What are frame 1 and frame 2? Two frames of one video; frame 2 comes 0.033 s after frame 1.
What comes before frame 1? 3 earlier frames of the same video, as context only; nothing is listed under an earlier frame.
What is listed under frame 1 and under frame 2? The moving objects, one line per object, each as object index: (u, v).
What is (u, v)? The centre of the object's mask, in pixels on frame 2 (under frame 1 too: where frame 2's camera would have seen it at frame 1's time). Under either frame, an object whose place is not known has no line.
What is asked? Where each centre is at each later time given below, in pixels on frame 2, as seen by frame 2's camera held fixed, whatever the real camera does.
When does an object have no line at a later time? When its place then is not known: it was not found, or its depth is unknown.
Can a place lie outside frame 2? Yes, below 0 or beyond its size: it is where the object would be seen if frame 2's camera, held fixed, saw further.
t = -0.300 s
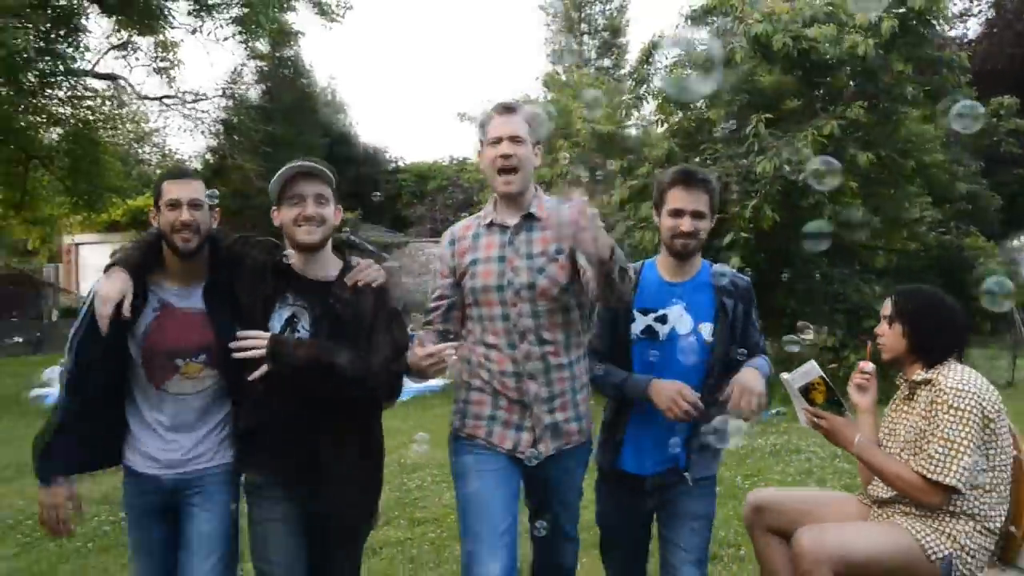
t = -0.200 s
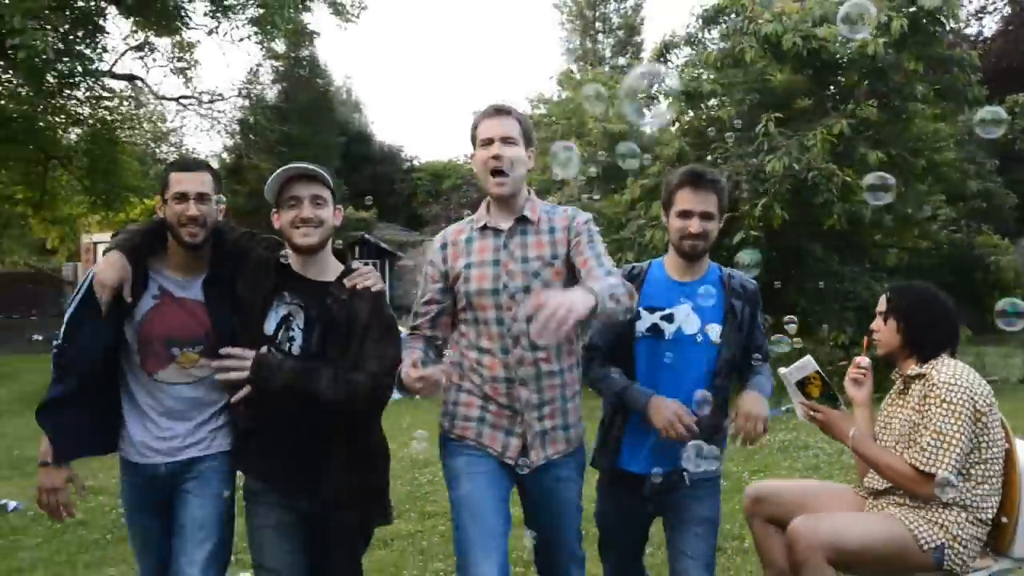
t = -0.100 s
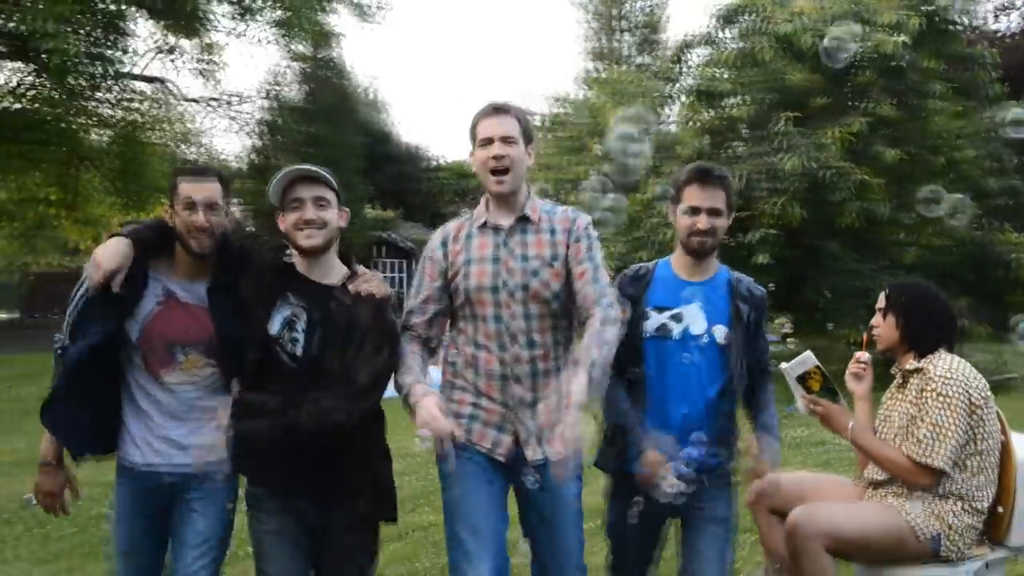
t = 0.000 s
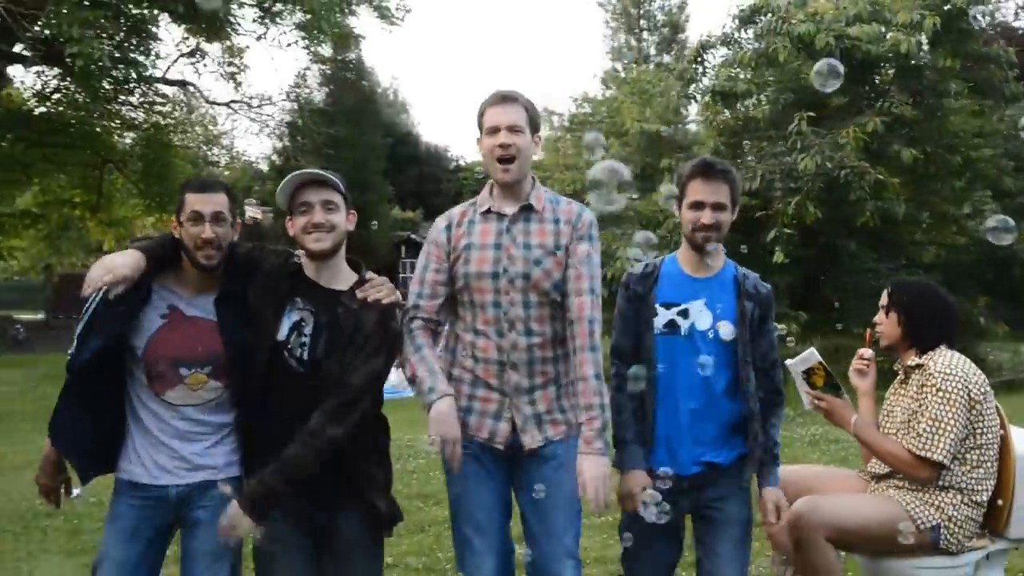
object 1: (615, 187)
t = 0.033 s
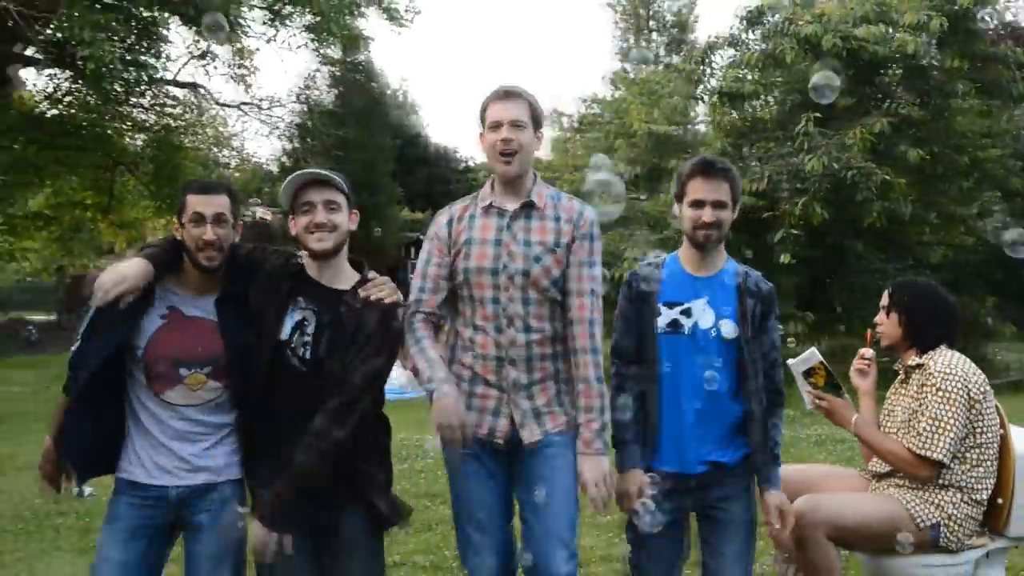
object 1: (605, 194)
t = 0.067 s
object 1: (598, 196)
